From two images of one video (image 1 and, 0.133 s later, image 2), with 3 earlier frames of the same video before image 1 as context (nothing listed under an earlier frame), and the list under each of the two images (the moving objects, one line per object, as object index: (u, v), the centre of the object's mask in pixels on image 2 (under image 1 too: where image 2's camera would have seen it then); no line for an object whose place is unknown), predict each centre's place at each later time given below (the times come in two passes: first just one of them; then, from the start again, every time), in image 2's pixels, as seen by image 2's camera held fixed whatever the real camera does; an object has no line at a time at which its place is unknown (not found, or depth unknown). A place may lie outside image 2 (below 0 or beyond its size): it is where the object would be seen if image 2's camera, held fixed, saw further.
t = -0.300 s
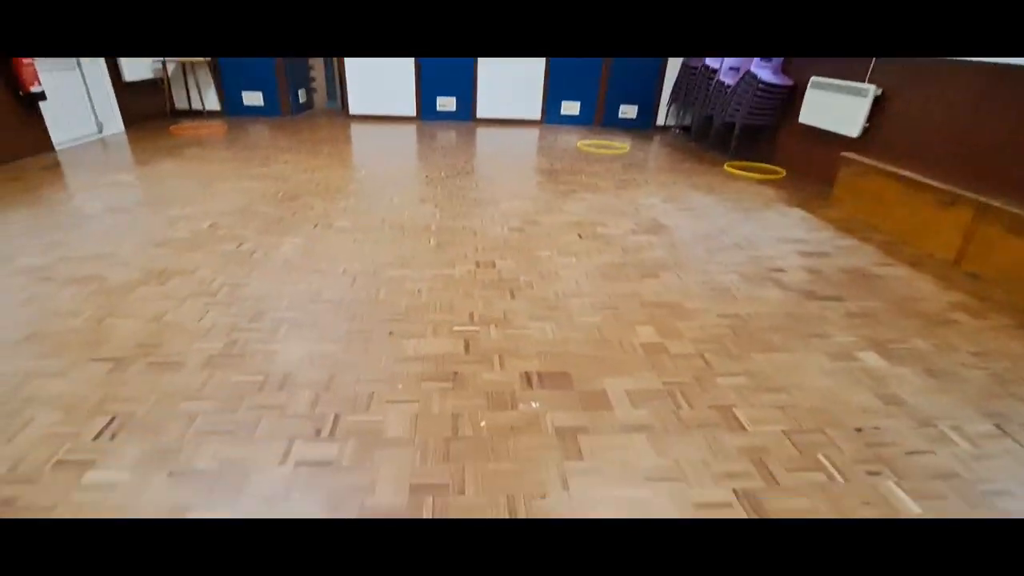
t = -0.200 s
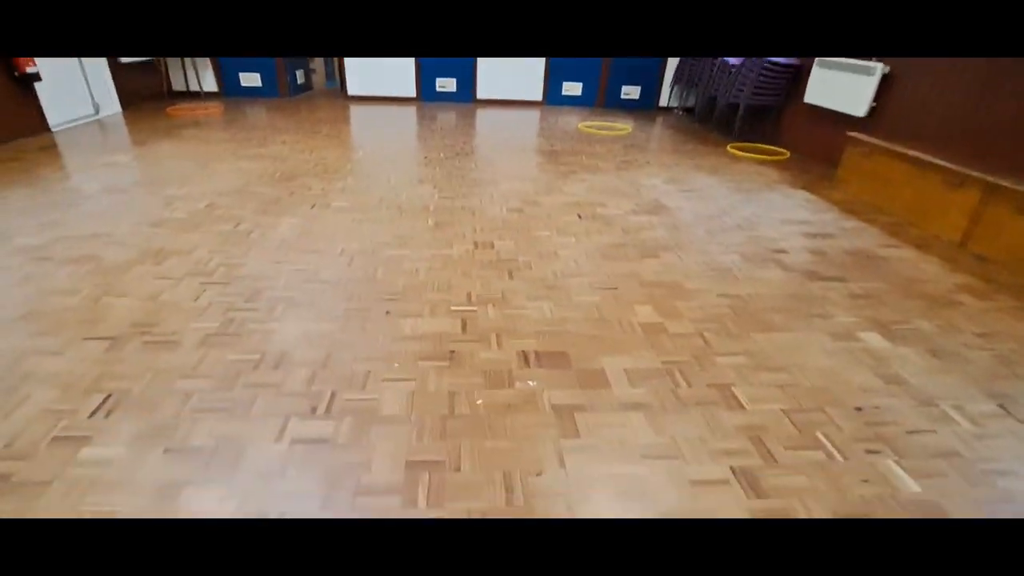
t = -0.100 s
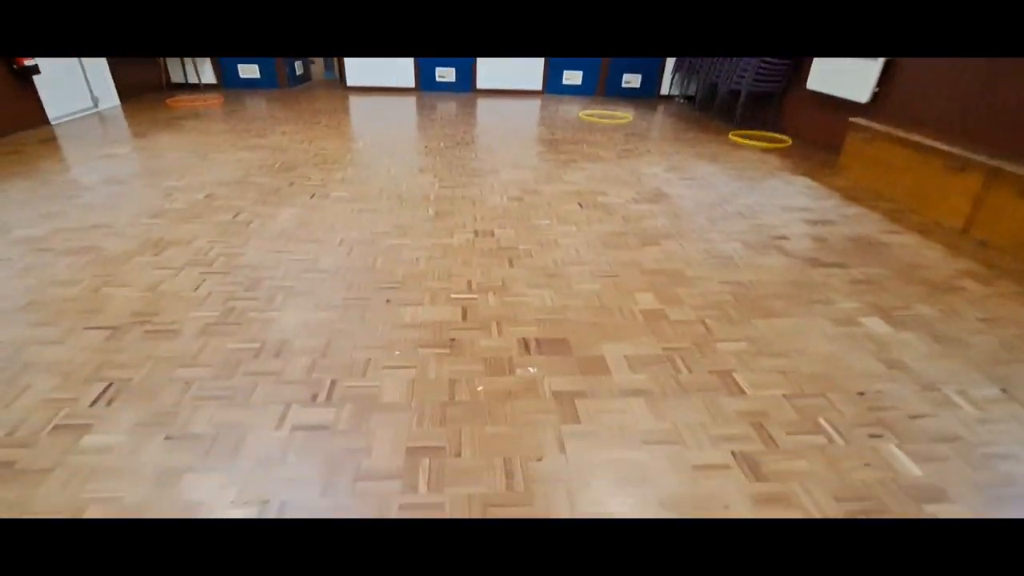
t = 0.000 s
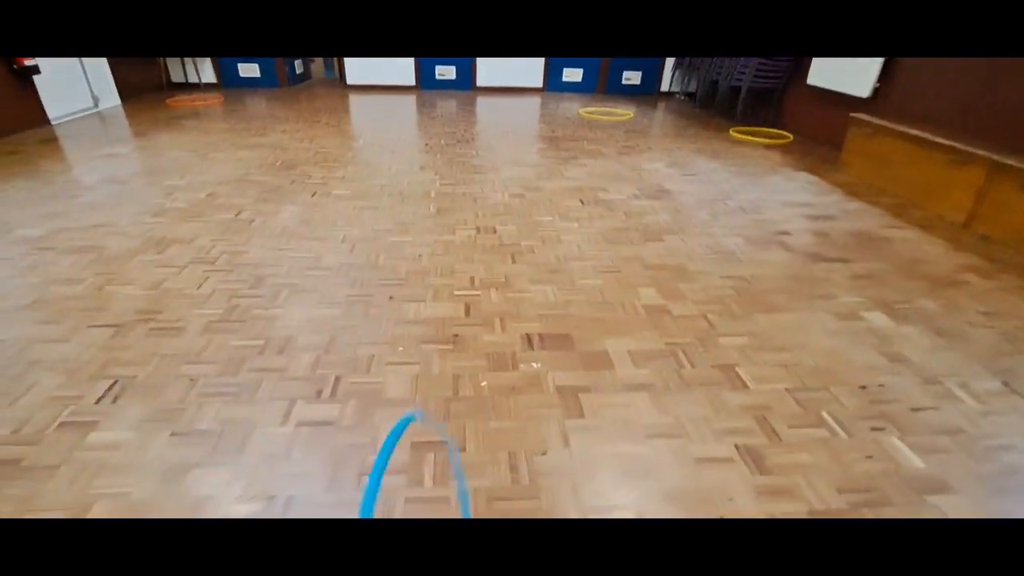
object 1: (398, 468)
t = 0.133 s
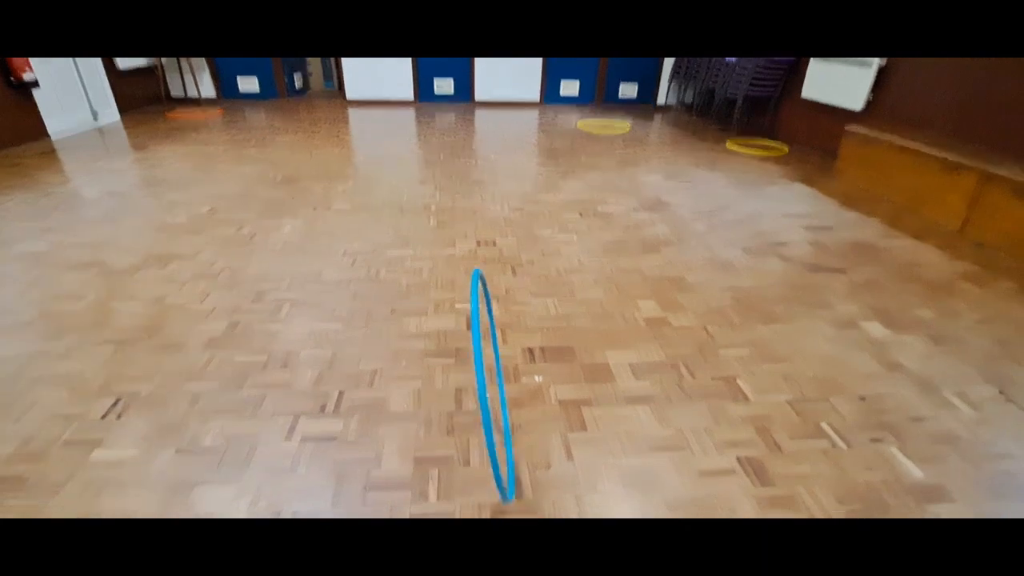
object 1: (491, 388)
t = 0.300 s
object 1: (518, 270)
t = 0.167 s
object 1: (499, 360)
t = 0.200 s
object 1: (504, 334)
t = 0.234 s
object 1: (509, 310)
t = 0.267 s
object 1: (514, 287)
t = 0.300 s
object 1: (518, 270)
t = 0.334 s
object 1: (522, 255)
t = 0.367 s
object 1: (524, 244)
